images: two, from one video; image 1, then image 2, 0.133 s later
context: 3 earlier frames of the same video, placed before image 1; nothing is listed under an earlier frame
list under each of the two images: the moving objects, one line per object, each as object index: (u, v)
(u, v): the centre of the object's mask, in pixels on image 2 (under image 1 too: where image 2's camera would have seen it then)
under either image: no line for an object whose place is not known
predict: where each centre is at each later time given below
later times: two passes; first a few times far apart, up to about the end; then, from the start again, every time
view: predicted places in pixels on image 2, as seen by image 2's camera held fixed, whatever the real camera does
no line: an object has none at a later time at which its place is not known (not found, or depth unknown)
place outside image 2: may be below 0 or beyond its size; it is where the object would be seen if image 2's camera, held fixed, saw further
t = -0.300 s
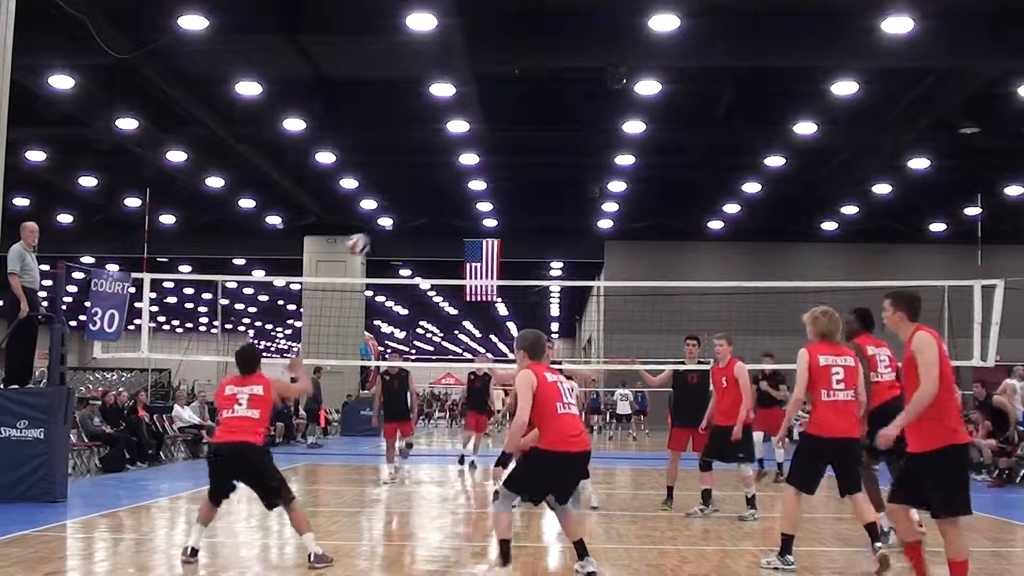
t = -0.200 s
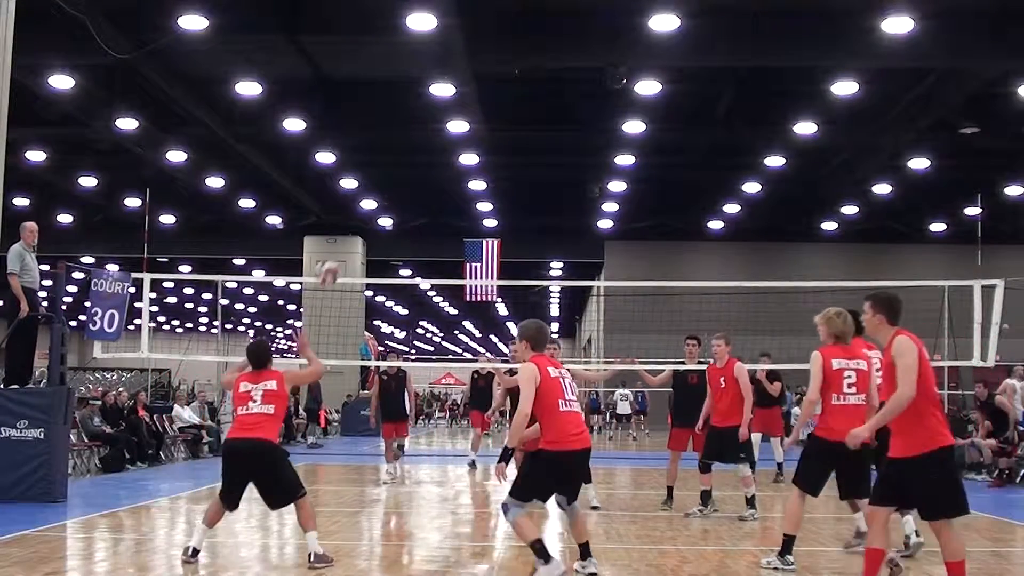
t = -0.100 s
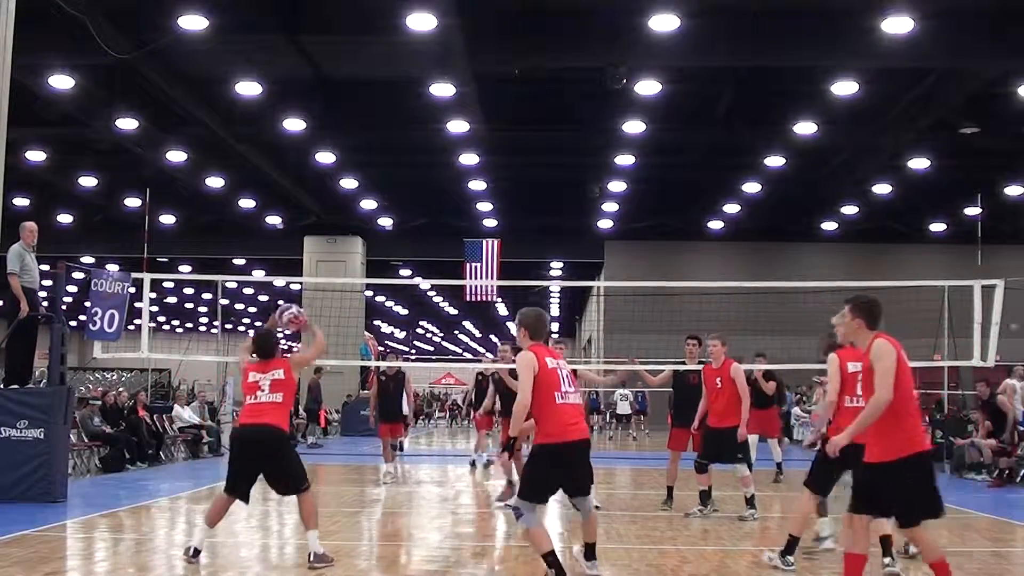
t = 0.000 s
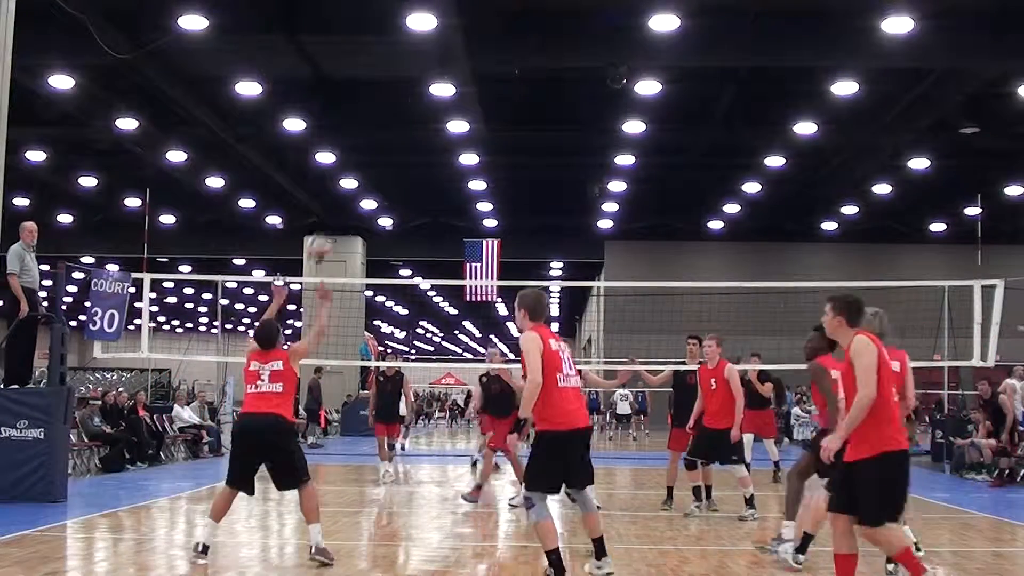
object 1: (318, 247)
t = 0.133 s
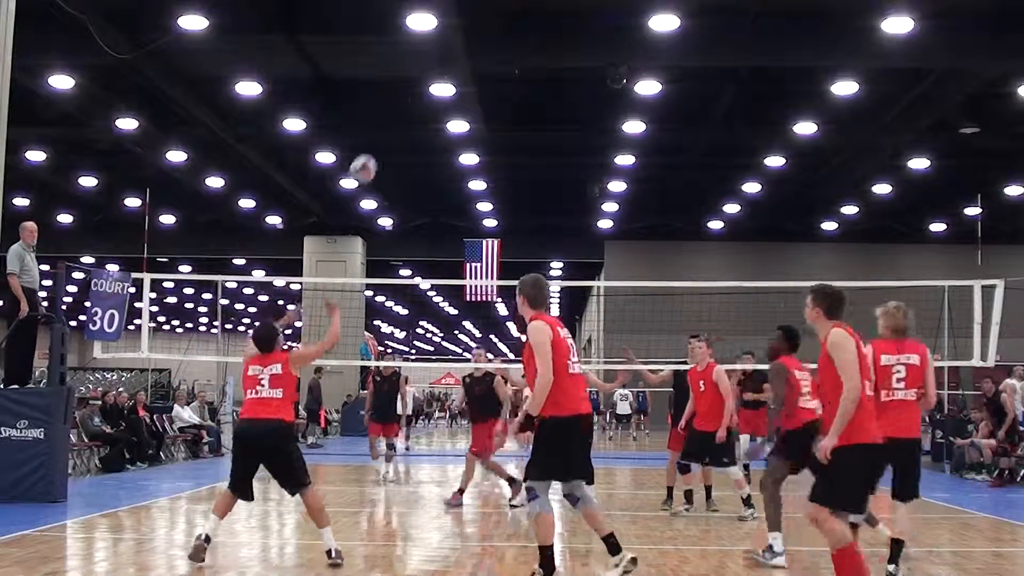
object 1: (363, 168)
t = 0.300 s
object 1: (413, 107)
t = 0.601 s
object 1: (490, 84)
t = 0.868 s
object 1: (547, 141)
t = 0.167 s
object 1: (374, 153)
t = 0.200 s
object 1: (384, 139)
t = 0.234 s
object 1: (394, 126)
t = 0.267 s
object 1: (404, 116)
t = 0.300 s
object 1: (413, 107)
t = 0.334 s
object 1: (422, 100)
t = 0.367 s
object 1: (431, 93)
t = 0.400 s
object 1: (440, 88)
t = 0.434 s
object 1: (450, 84)
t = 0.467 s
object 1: (459, 81)
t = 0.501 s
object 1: (466, 80)
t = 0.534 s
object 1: (474, 80)
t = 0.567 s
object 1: (482, 81)
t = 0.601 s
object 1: (490, 84)
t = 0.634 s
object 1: (498, 87)
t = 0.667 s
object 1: (505, 92)
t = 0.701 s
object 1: (513, 98)
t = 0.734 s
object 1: (520, 105)
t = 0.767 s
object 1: (527, 112)
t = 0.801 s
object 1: (534, 121)
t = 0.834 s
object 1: (540, 131)
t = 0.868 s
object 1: (547, 141)
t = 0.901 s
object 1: (553, 153)
